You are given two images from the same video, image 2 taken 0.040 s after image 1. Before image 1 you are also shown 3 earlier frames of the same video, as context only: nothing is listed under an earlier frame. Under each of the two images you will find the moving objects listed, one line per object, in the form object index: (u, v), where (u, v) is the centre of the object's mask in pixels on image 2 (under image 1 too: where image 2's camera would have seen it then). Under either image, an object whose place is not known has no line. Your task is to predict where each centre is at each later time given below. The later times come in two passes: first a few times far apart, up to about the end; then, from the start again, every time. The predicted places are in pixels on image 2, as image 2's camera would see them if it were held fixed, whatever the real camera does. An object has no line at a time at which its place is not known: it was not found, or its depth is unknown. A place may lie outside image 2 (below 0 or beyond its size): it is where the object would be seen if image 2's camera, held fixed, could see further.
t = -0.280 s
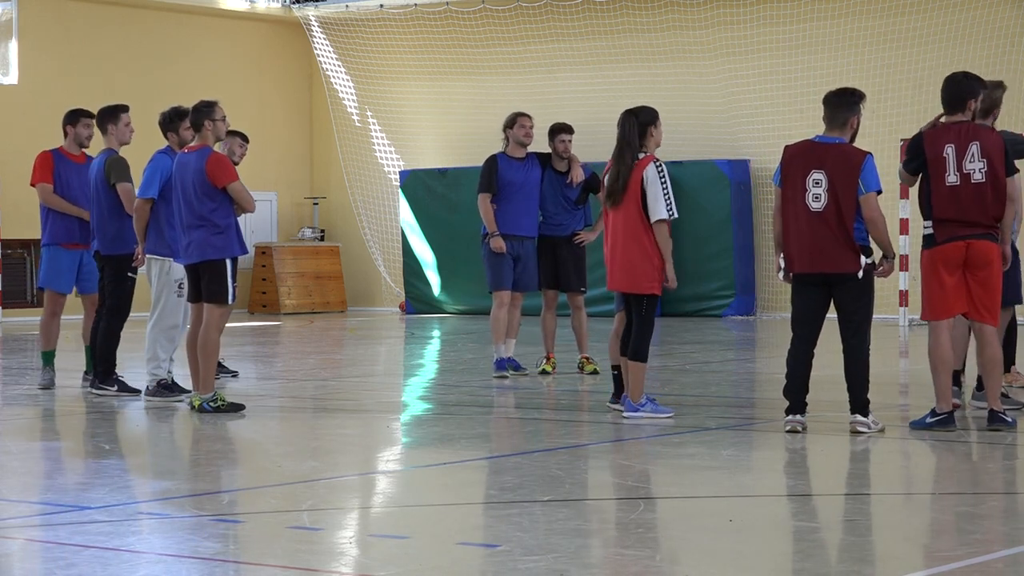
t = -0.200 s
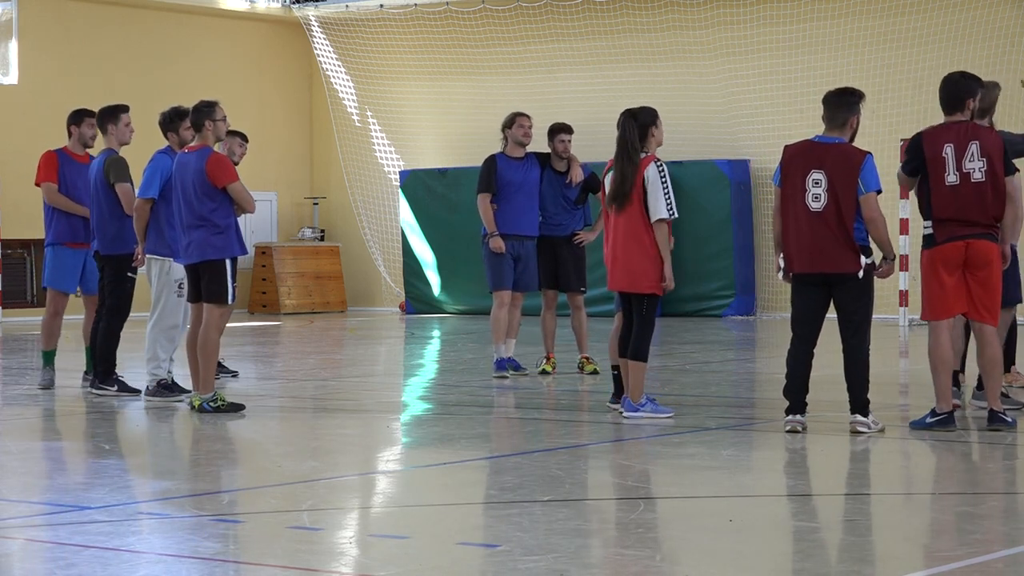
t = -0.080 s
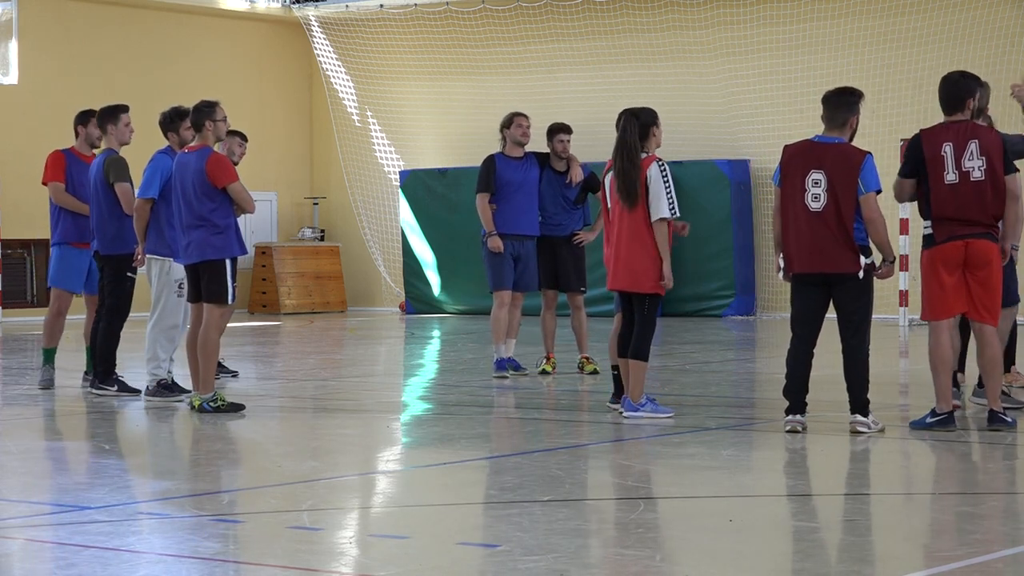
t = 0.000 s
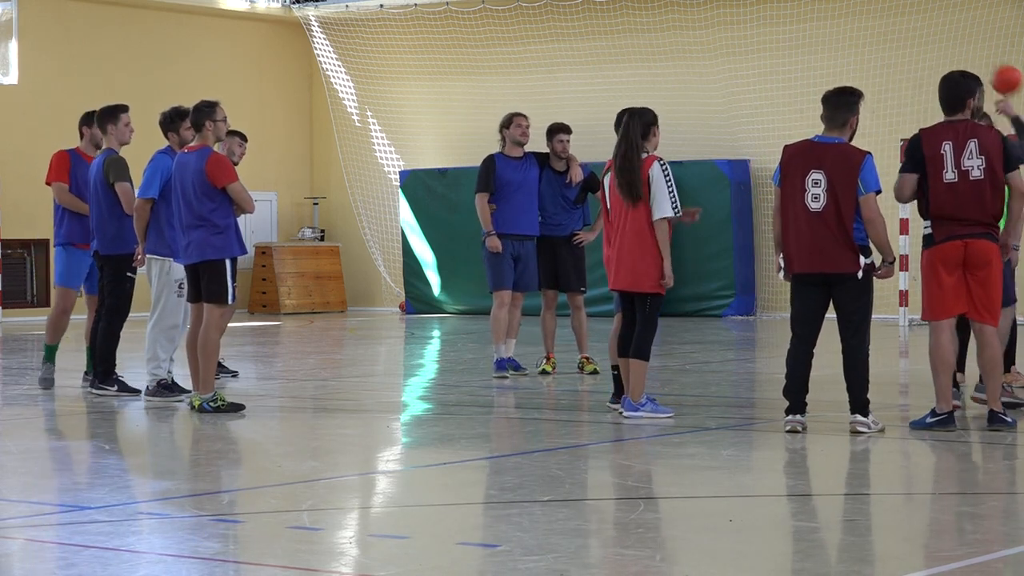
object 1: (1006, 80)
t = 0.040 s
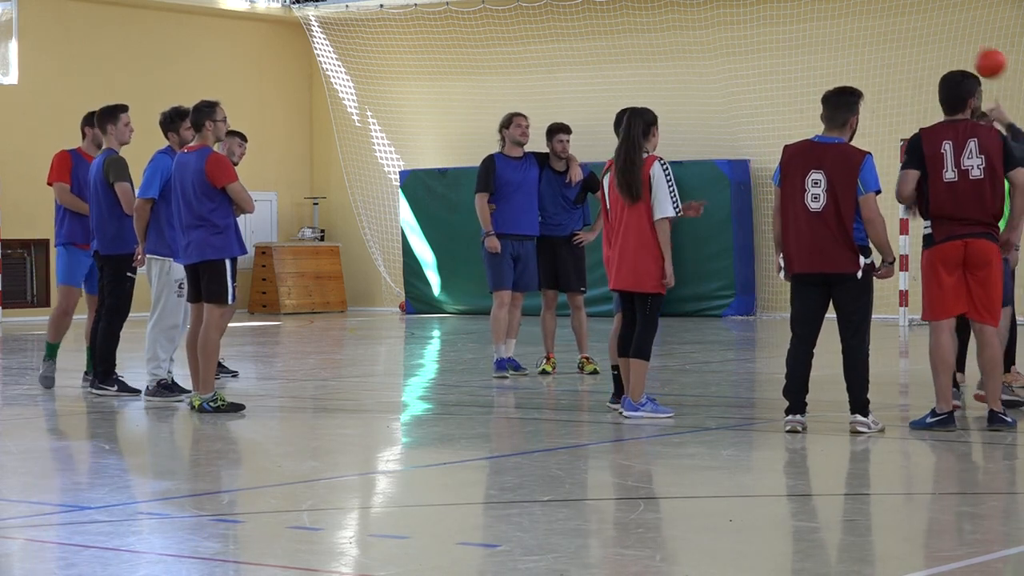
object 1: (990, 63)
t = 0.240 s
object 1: (910, 25)
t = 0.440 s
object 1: (833, 58)
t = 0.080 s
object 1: (973, 49)
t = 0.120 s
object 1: (957, 39)
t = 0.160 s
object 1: (941, 31)
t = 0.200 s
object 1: (925, 27)
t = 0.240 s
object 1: (910, 25)
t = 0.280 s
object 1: (895, 26)
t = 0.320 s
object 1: (879, 30)
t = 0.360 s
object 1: (864, 36)
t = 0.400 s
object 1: (848, 46)
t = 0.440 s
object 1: (833, 58)
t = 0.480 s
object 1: (818, 73)
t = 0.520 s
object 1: (804, 92)
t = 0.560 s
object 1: (789, 113)
